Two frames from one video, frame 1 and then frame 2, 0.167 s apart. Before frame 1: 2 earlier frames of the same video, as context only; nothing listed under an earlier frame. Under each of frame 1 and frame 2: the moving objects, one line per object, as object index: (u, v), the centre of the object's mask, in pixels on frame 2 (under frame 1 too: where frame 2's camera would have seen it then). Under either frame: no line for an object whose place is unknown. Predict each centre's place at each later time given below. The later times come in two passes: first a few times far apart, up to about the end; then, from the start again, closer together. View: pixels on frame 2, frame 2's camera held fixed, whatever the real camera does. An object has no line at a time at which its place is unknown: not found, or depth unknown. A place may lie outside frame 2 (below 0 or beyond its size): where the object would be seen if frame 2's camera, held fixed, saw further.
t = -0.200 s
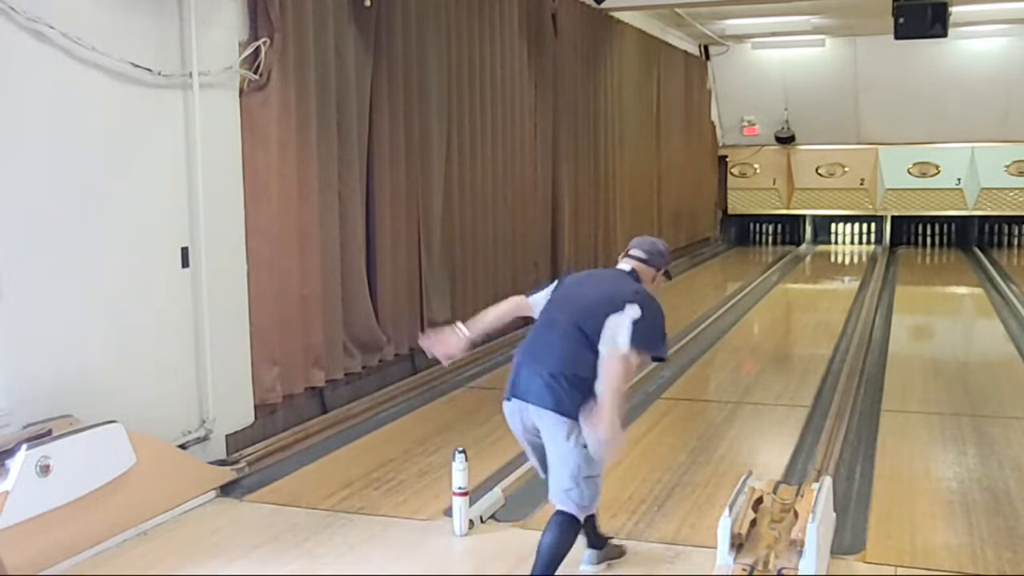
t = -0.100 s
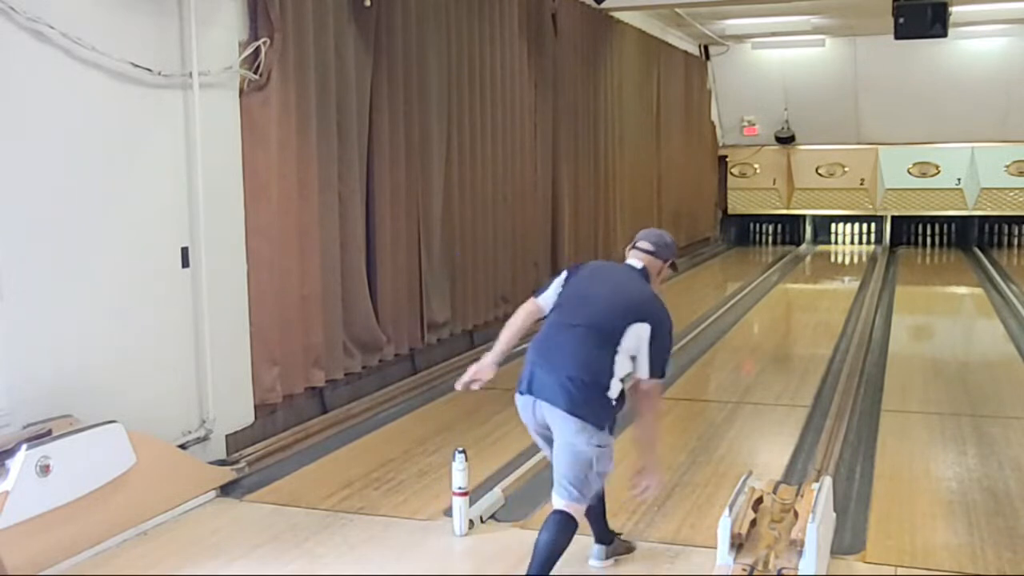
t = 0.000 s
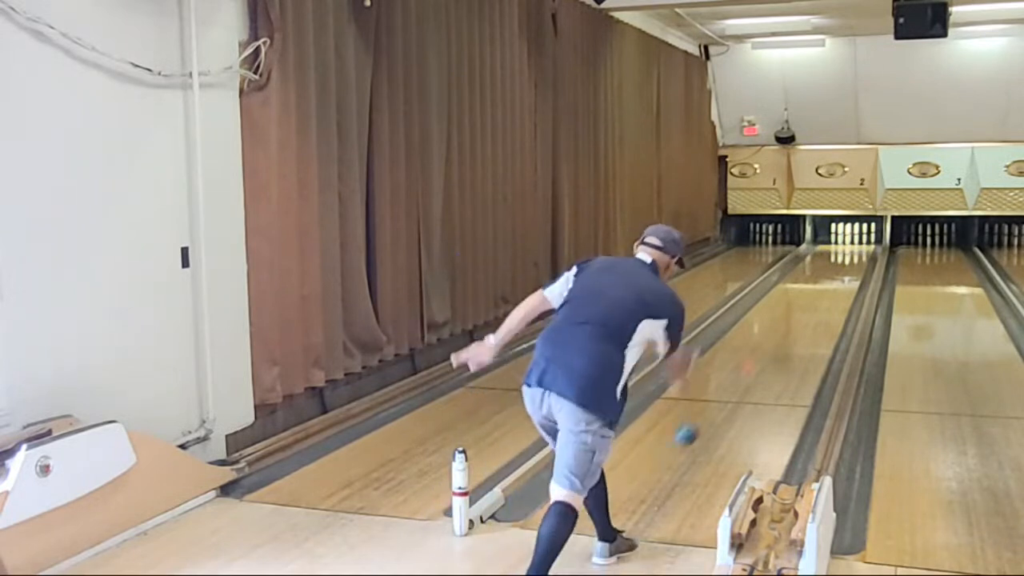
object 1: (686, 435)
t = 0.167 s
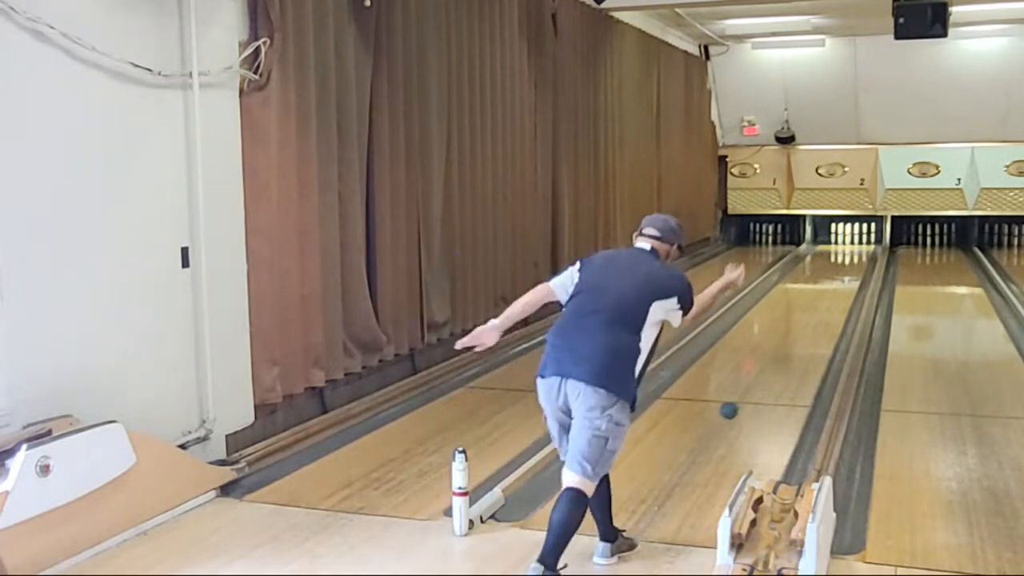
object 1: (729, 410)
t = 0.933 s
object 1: (799, 294)
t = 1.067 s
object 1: (804, 284)
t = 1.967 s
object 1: (822, 247)
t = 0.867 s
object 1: (796, 300)
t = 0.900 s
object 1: (797, 297)
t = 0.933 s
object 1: (799, 294)
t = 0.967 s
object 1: (800, 292)
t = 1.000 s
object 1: (802, 289)
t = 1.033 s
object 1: (803, 286)
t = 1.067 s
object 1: (804, 284)
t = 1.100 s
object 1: (805, 282)
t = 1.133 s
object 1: (806, 280)
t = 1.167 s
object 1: (807, 278)
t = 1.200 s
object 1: (808, 276)
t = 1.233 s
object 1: (809, 274)
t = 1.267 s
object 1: (810, 272)
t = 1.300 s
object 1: (810, 270)
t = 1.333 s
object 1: (811, 269)
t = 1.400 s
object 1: (813, 266)
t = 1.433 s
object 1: (813, 265)
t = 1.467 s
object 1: (814, 263)
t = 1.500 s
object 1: (815, 261)
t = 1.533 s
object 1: (815, 260)
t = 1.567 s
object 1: (815, 259)
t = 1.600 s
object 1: (816, 258)
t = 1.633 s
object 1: (816, 257)
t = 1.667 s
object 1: (817, 256)
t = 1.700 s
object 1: (818, 256)
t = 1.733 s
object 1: (818, 254)
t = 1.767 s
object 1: (818, 253)
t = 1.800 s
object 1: (819, 252)
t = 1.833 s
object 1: (820, 250)
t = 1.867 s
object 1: (820, 249)
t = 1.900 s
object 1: (821, 249)
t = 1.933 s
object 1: (821, 247)
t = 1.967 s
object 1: (822, 247)
